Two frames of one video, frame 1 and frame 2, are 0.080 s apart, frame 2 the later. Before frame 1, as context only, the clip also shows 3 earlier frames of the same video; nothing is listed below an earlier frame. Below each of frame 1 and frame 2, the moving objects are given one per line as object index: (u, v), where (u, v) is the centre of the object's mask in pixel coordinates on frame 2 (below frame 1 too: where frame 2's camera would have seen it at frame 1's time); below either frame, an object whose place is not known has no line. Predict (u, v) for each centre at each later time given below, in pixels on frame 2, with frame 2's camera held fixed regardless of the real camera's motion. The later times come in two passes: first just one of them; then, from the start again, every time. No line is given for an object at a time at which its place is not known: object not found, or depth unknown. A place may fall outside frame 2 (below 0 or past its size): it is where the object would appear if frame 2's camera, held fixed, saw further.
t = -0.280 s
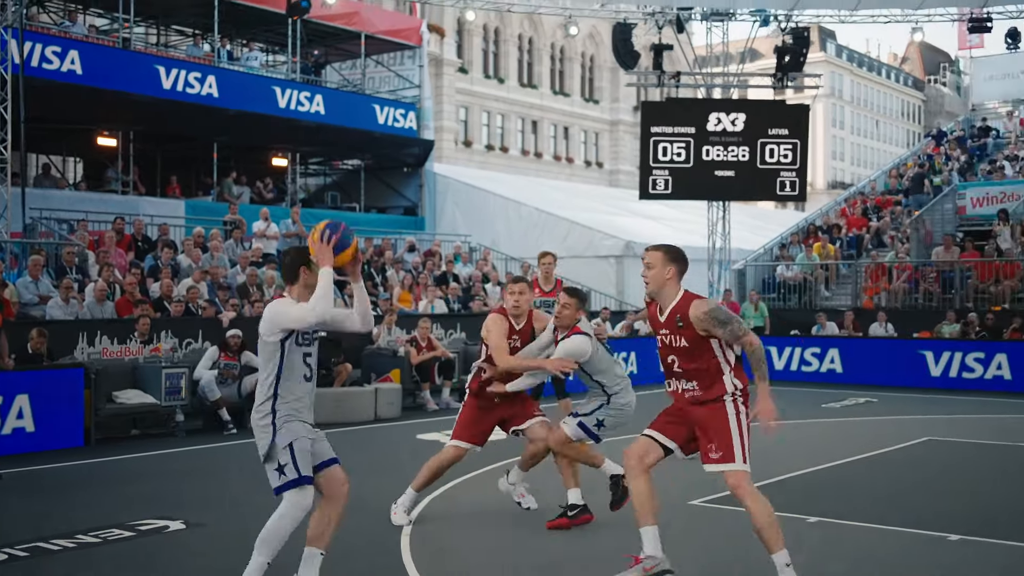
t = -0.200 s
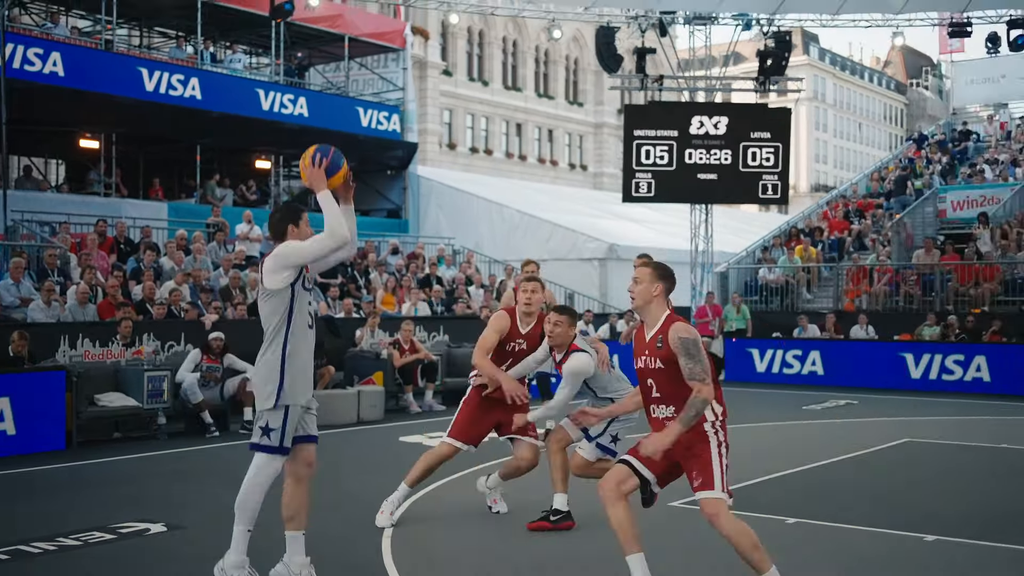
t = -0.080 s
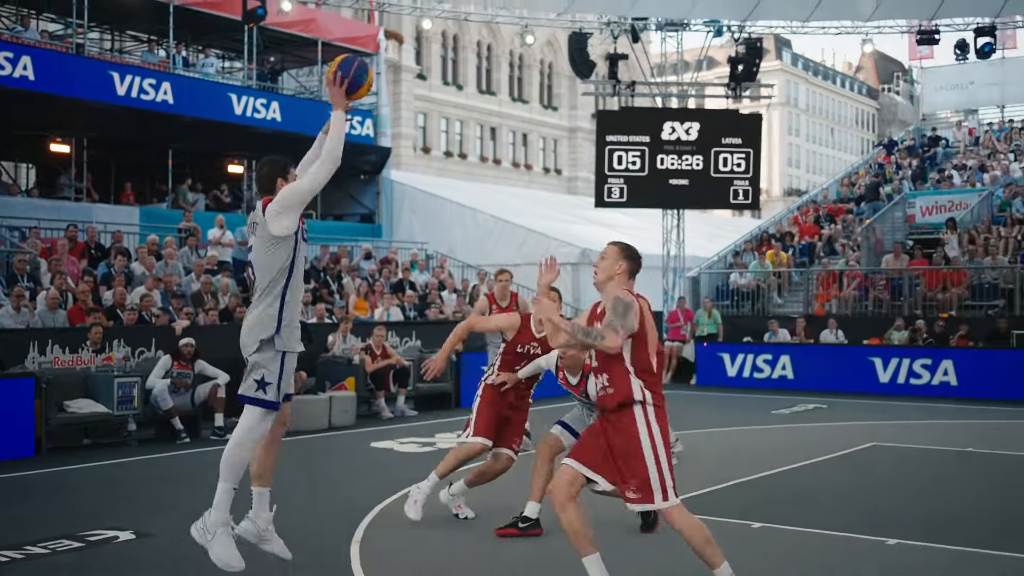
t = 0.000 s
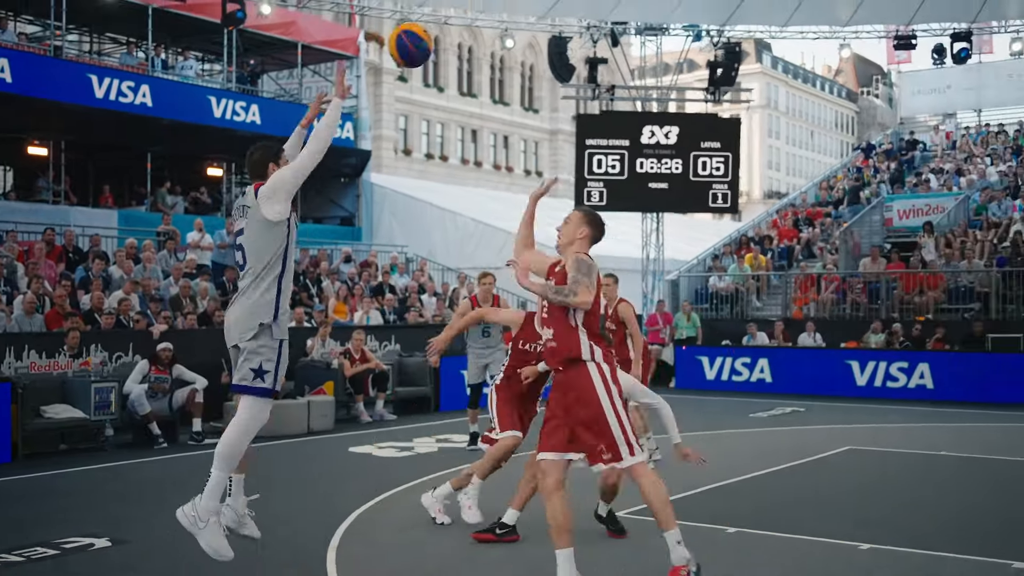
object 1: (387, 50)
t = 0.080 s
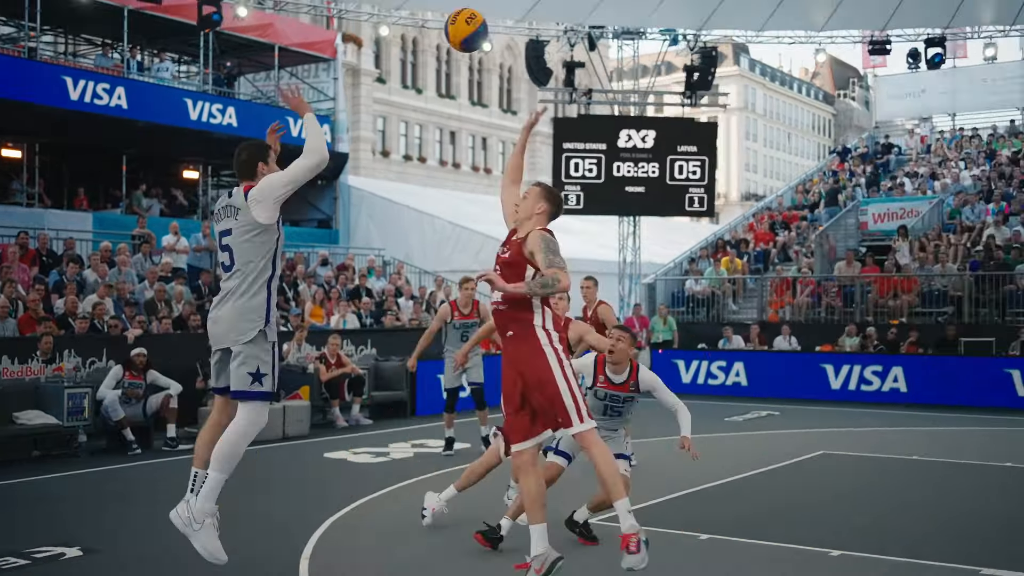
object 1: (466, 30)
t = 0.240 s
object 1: (608, 29)
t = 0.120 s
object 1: (504, 24)
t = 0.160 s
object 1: (540, 23)
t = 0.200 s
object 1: (575, 24)
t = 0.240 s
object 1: (608, 29)
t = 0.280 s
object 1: (642, 35)
